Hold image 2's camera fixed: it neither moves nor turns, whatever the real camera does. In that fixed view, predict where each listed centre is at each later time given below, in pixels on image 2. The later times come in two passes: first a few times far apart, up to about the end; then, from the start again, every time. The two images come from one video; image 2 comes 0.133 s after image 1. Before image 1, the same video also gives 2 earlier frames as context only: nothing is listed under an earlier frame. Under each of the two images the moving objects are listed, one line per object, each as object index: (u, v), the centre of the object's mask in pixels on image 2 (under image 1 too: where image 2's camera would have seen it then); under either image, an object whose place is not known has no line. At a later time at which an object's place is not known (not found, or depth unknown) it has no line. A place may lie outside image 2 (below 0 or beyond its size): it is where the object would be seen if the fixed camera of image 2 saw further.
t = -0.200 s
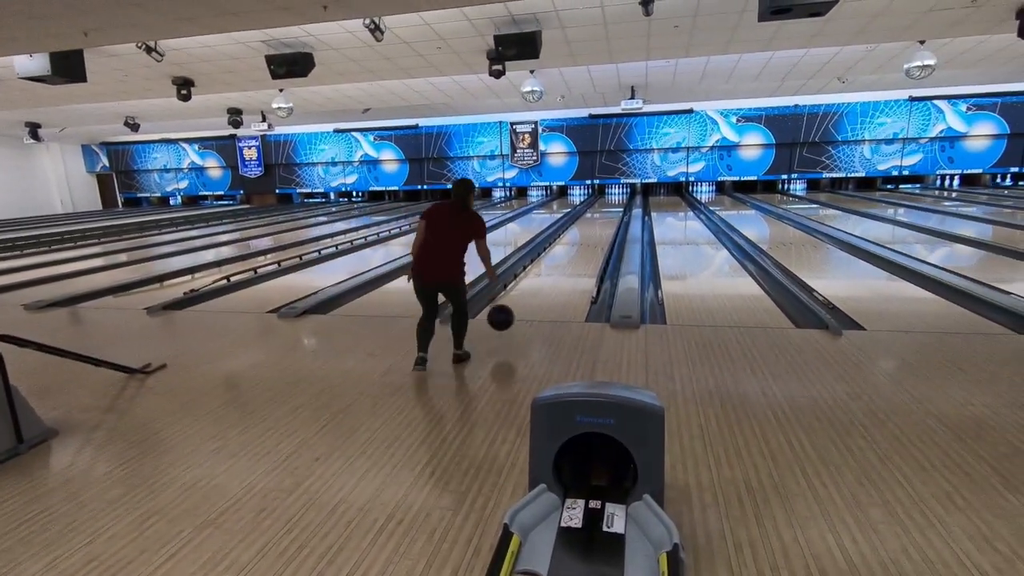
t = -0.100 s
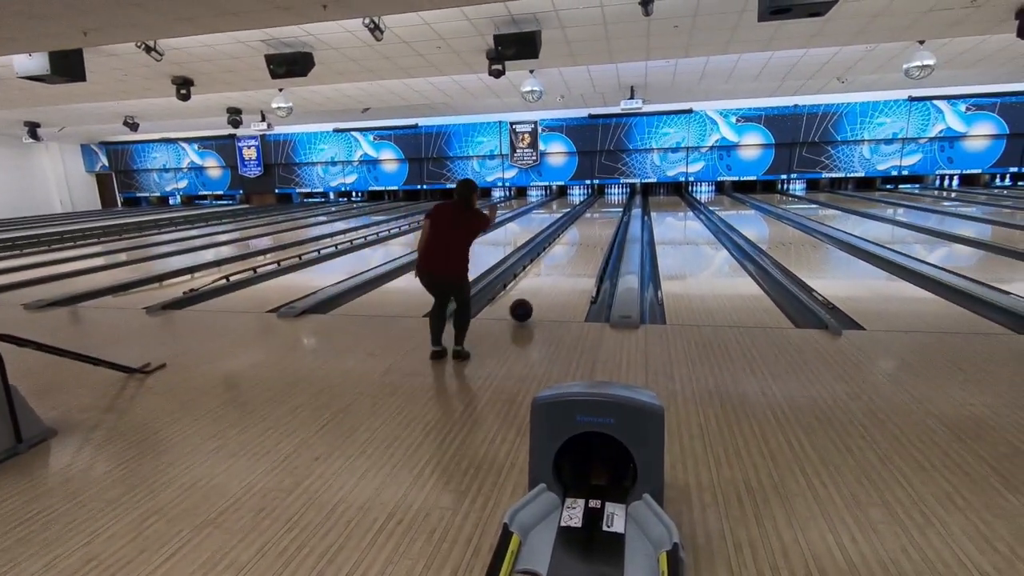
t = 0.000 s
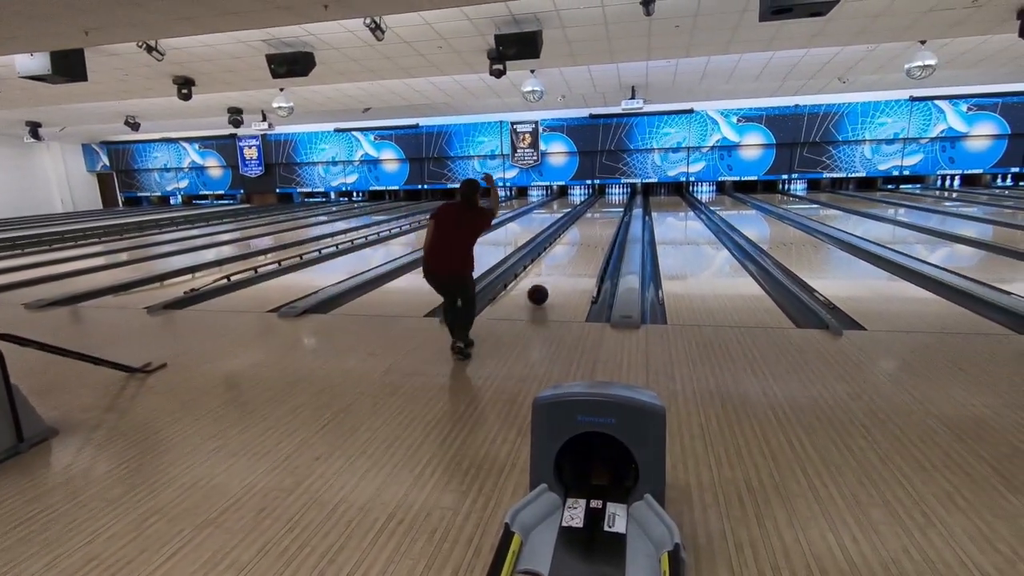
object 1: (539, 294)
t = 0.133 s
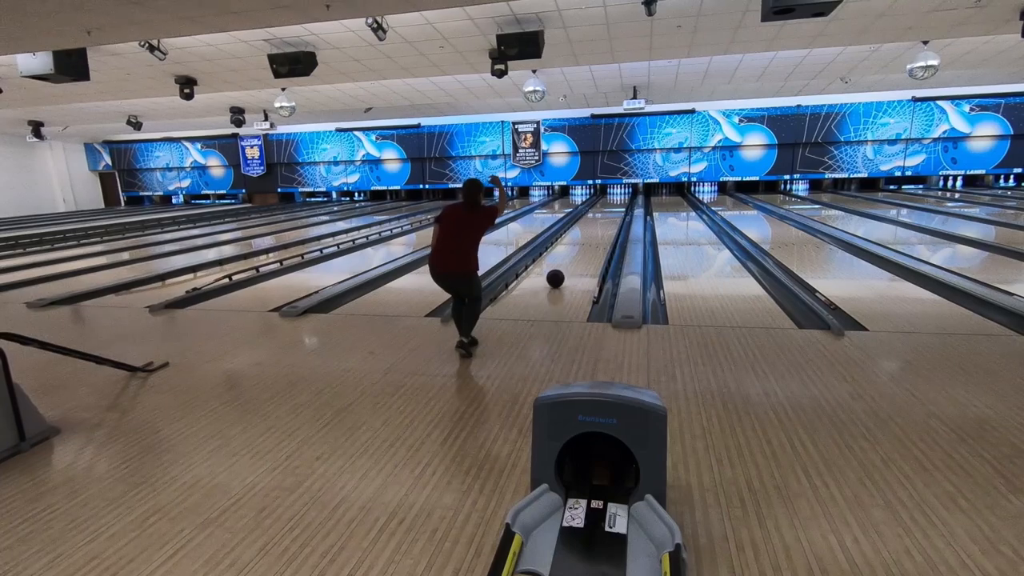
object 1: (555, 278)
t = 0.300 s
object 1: (570, 262)
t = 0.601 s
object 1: (589, 242)
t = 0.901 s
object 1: (602, 229)
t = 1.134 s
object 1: (609, 221)
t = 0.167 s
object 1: (559, 275)
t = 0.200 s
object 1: (562, 271)
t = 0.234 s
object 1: (565, 268)
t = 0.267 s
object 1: (568, 265)
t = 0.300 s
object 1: (570, 262)
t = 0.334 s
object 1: (573, 259)
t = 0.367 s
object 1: (575, 257)
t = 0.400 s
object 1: (578, 254)
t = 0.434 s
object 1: (580, 252)
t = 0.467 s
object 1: (582, 250)
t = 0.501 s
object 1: (584, 248)
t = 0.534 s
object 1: (586, 246)
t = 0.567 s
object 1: (588, 244)
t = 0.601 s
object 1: (589, 242)
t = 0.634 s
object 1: (591, 240)
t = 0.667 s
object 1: (593, 239)
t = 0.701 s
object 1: (594, 237)
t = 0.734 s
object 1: (596, 236)
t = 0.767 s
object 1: (597, 234)
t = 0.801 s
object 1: (598, 233)
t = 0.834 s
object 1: (599, 231)
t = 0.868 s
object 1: (601, 230)
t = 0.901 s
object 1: (602, 229)
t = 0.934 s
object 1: (603, 227)
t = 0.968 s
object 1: (604, 226)
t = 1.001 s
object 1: (605, 225)
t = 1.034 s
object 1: (606, 224)
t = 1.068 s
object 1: (607, 223)
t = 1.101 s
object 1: (608, 222)
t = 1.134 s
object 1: (609, 221)
